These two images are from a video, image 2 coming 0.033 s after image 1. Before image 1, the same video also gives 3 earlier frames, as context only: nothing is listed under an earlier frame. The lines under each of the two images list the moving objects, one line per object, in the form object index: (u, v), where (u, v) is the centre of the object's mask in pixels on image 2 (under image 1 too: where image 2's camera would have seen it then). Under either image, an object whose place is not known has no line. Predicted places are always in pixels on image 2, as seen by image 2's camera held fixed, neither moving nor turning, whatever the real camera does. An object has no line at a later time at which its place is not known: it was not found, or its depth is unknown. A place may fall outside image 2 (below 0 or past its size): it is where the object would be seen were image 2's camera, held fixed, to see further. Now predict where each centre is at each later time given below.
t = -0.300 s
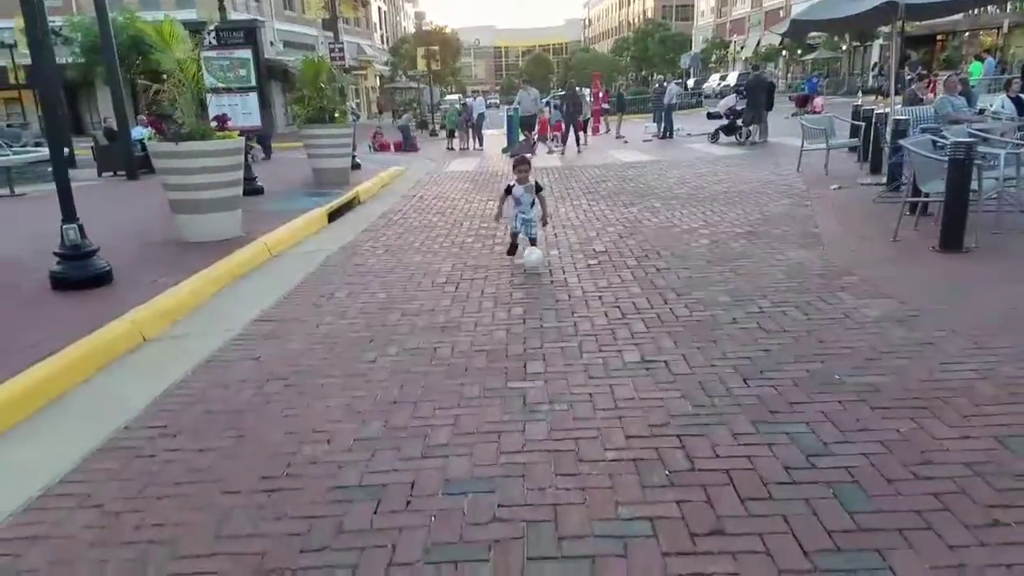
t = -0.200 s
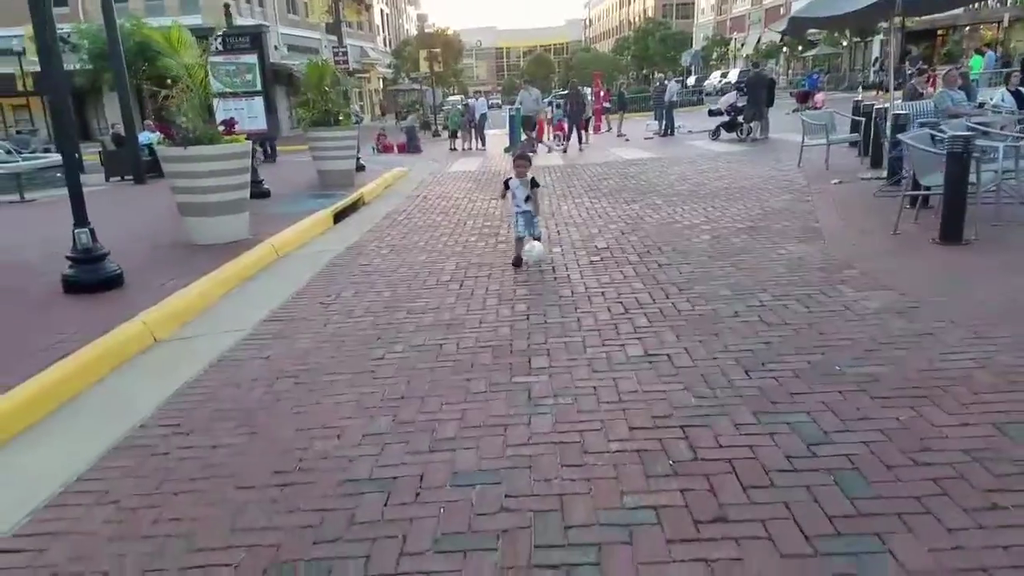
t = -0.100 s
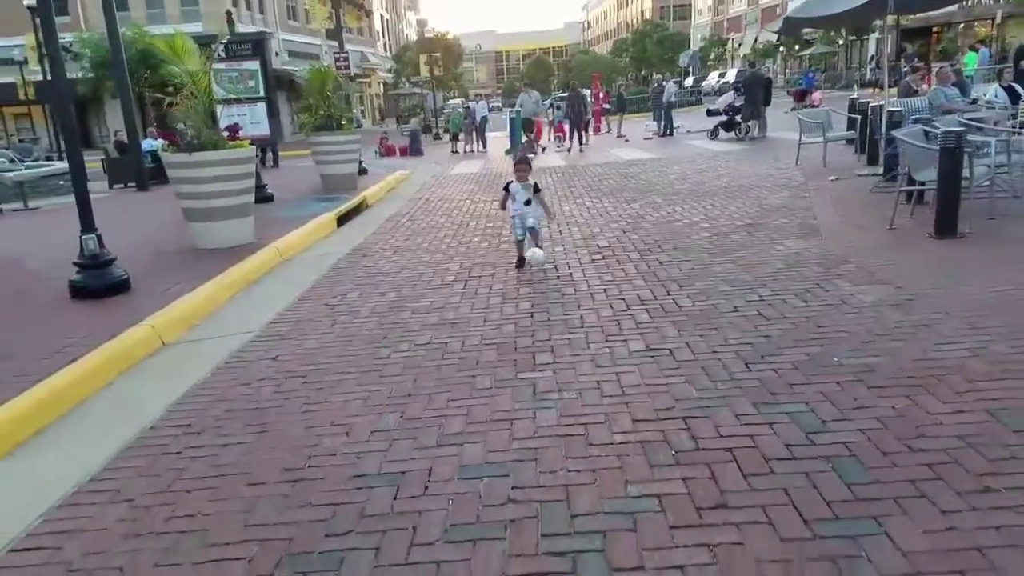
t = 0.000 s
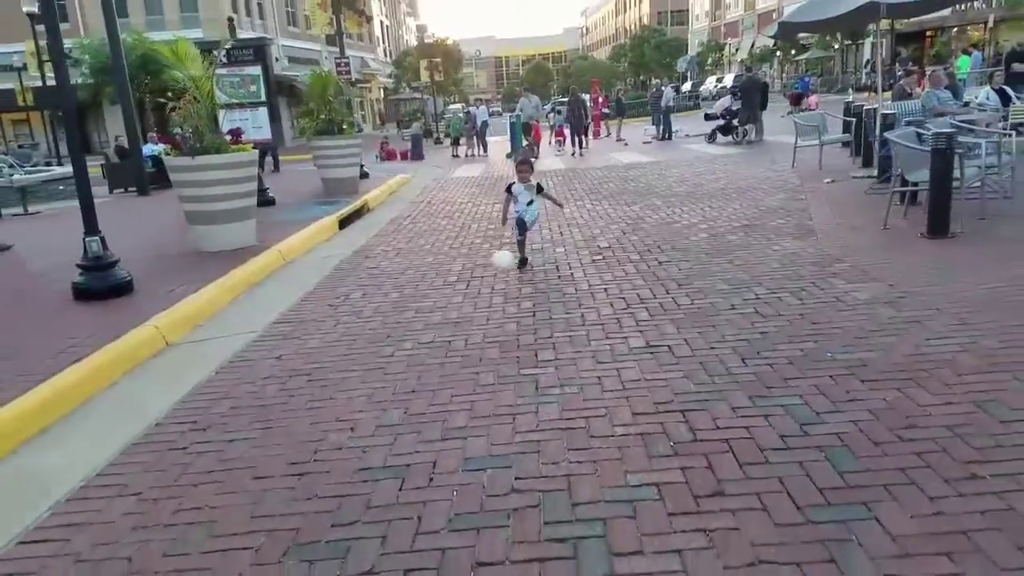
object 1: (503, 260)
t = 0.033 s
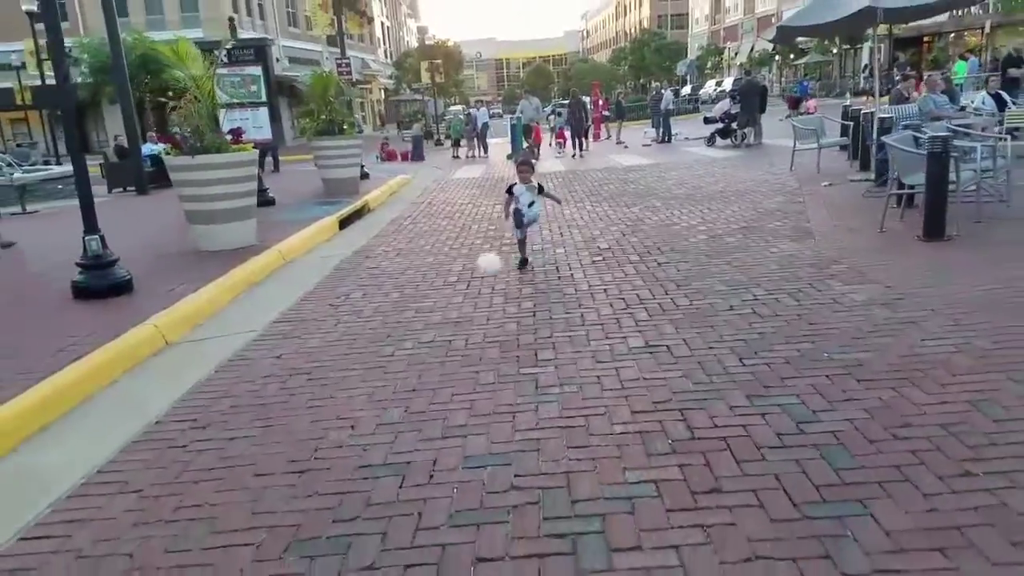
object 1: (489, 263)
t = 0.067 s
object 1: (474, 269)
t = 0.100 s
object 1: (456, 277)
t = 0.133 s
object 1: (437, 289)
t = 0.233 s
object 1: (372, 339)
